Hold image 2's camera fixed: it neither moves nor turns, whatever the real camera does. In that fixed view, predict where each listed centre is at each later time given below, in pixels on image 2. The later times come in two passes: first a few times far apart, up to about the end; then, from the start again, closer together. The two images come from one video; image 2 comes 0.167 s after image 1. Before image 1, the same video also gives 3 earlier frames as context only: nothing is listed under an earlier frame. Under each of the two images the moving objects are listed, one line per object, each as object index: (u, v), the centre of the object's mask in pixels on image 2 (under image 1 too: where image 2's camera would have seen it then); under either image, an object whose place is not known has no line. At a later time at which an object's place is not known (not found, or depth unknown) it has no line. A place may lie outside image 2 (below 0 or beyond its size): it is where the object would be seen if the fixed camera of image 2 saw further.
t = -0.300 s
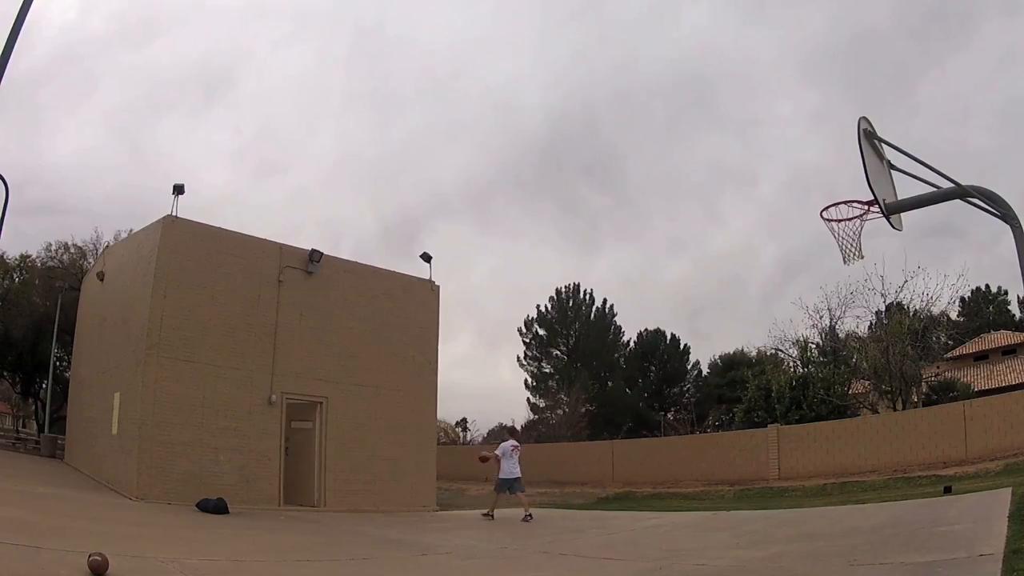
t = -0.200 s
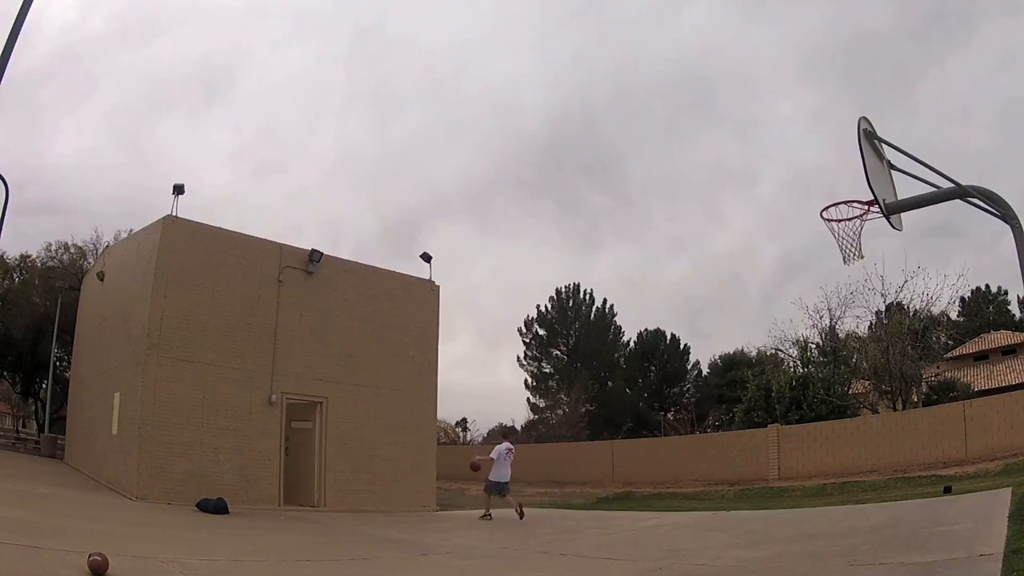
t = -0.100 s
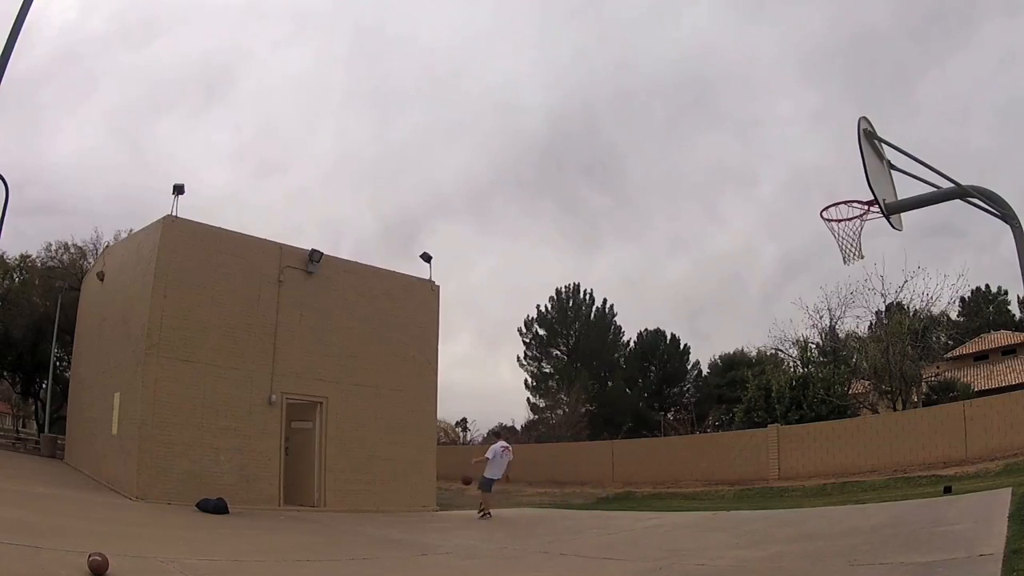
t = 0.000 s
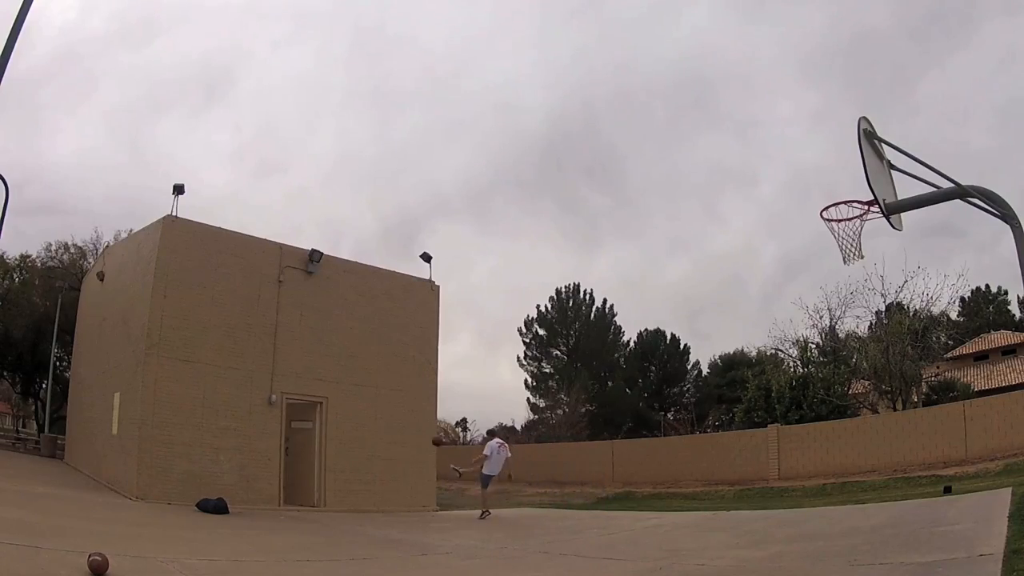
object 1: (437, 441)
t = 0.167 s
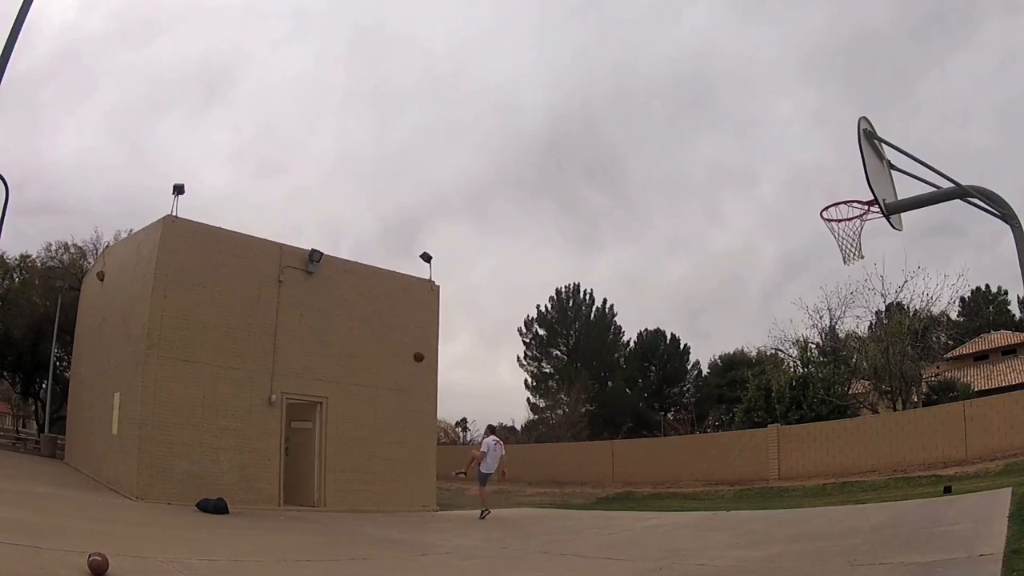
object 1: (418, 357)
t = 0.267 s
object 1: (437, 322)
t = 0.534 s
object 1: (488, 239)
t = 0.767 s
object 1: (539, 184)
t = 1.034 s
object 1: (609, 146)
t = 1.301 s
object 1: (705, 145)
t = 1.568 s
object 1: (850, 210)
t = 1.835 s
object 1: (887, 315)
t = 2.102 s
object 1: (913, 495)
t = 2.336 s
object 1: (889, 459)
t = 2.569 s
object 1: (852, 393)
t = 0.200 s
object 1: (424, 345)
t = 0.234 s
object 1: (430, 334)
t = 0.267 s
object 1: (437, 322)
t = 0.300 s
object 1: (443, 311)
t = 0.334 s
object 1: (449, 300)
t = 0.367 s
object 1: (455, 289)
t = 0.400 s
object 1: (461, 278)
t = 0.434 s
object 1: (468, 268)
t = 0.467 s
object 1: (474, 258)
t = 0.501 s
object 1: (481, 249)
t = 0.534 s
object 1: (488, 239)
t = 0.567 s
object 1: (495, 231)
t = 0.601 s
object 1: (502, 222)
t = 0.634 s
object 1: (509, 213)
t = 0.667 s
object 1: (516, 206)
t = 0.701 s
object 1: (523, 198)
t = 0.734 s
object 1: (531, 191)
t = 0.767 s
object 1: (539, 184)
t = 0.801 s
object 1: (547, 177)
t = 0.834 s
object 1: (555, 172)
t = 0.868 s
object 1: (563, 166)
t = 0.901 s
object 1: (572, 161)
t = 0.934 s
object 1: (581, 156)
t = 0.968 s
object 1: (590, 152)
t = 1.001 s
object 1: (599, 149)
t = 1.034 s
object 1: (609, 146)
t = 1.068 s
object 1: (619, 143)
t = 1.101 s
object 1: (630, 141)
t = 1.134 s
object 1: (641, 140)
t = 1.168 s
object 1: (653, 139)
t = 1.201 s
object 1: (665, 140)
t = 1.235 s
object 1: (678, 141)
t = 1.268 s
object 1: (691, 142)
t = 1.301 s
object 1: (705, 145)
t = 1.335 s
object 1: (720, 148)
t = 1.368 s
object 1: (735, 153)
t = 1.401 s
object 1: (752, 159)
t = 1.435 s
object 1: (769, 166)
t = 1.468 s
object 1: (787, 175)
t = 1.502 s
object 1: (807, 185)
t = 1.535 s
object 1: (828, 196)
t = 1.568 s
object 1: (850, 210)
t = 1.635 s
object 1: (871, 235)
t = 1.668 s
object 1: (874, 245)
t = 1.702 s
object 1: (877, 257)
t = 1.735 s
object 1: (880, 270)
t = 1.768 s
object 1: (883, 284)
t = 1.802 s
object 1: (886, 299)
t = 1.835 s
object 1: (887, 315)
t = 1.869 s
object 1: (893, 335)
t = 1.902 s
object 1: (897, 353)
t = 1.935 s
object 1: (900, 372)
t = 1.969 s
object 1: (903, 396)
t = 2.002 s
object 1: (906, 419)
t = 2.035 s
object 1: (909, 444)
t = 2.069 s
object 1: (911, 469)
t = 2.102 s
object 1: (913, 495)
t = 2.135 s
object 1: (915, 521)
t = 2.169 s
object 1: (915, 543)
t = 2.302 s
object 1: (894, 473)
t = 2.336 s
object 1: (889, 459)
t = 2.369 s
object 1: (884, 445)
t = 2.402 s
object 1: (878, 433)
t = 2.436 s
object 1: (873, 423)
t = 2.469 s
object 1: (867, 414)
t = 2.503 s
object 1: (862, 405)
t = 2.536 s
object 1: (857, 400)
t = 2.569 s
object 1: (852, 393)
